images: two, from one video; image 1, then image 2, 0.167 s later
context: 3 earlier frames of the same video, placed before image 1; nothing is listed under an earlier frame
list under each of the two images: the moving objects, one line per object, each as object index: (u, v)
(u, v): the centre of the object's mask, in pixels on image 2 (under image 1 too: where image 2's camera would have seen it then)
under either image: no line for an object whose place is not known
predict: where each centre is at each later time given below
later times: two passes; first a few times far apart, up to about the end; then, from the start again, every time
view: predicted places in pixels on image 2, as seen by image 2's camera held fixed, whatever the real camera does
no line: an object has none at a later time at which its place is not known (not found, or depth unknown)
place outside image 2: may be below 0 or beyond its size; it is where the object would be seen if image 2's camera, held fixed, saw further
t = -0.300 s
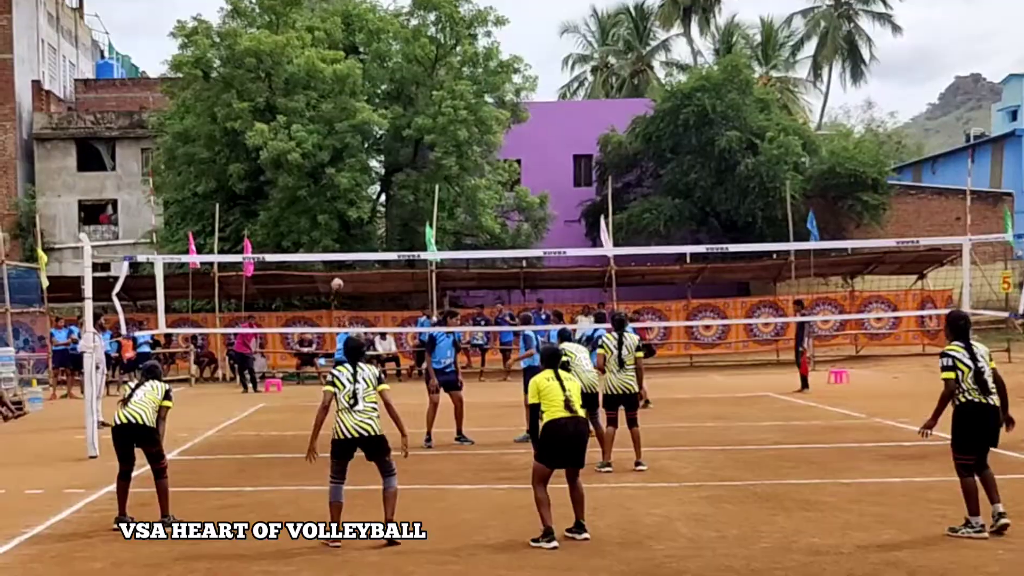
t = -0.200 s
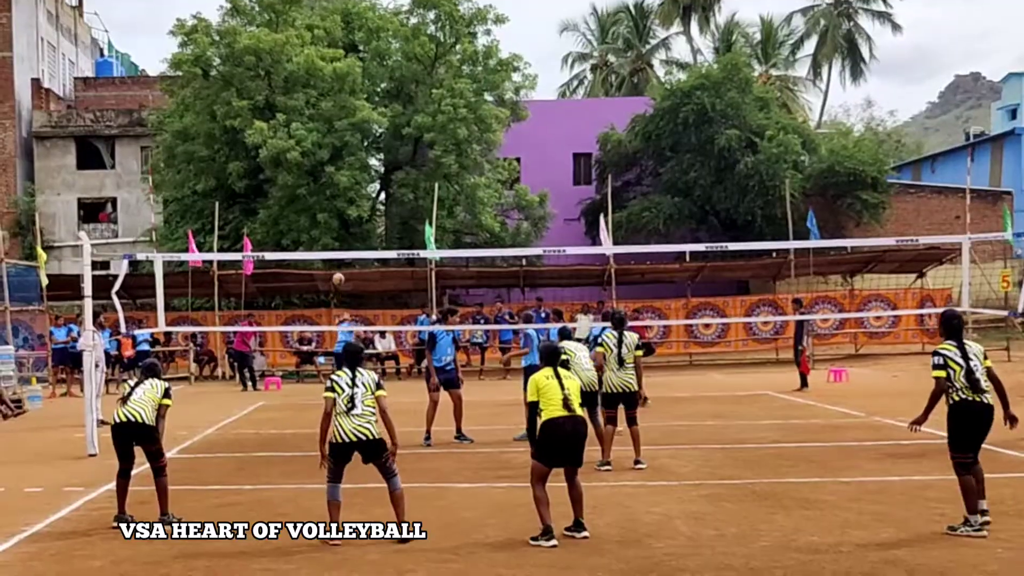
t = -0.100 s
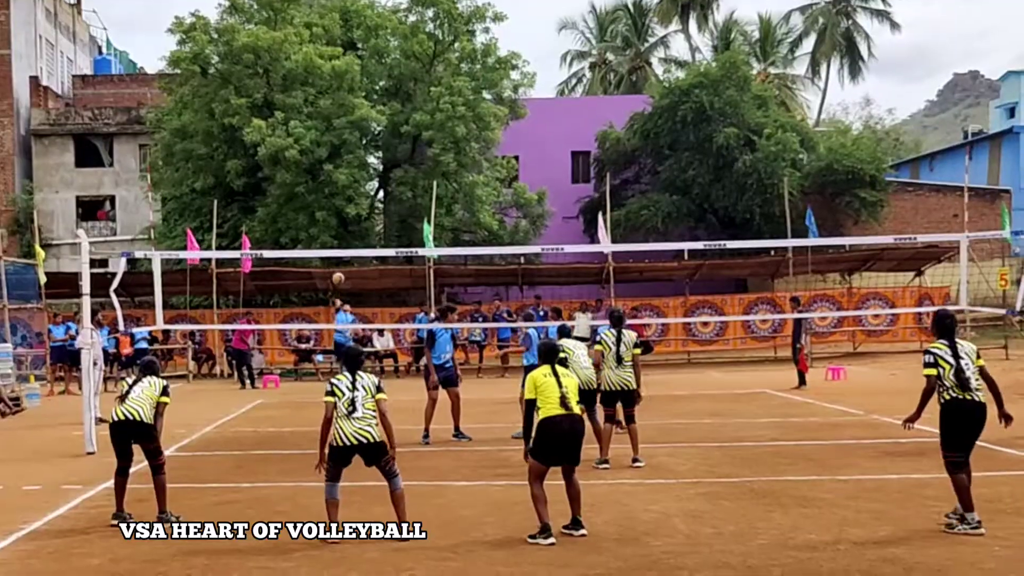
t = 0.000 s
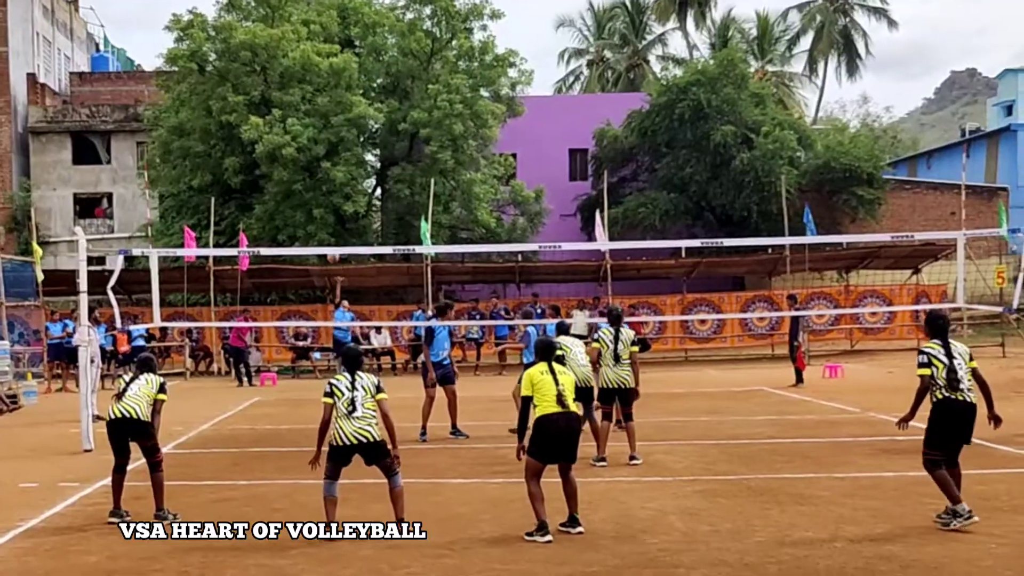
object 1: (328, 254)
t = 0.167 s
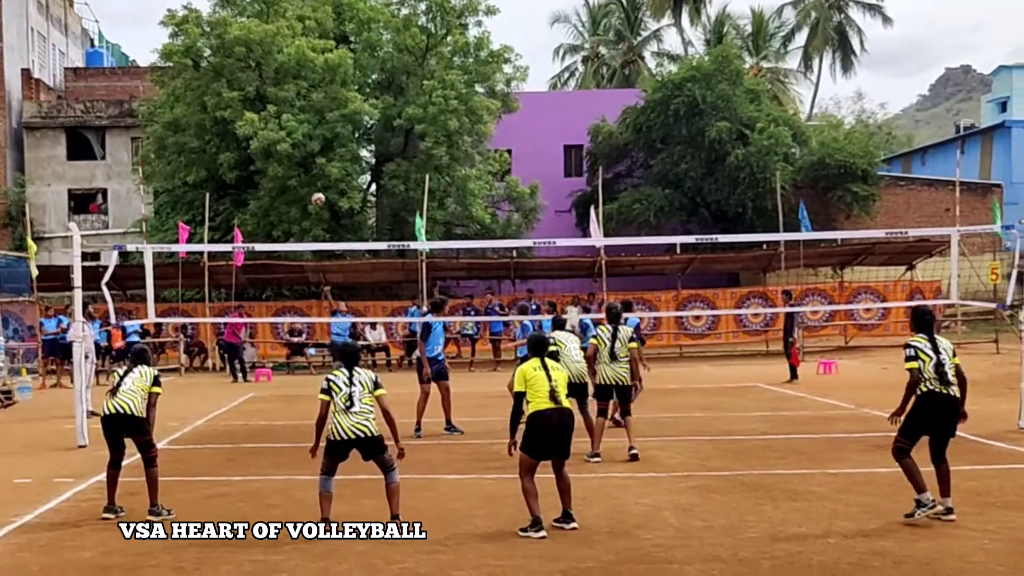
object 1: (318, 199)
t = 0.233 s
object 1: (314, 181)
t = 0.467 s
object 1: (302, 133)
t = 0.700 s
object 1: (293, 117)
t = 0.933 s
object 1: (282, 135)
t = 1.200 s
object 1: (266, 226)
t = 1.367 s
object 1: (262, 334)
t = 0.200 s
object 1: (316, 190)
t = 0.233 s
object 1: (314, 181)
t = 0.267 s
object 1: (312, 173)
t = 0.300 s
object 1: (310, 166)
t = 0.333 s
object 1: (308, 158)
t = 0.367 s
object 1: (306, 151)
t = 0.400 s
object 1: (305, 144)
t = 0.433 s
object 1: (303, 138)
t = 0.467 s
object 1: (302, 133)
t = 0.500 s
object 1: (301, 129)
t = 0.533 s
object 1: (300, 125)
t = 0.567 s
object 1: (299, 122)
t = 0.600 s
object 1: (297, 120)
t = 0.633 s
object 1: (296, 118)
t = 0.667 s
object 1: (295, 118)
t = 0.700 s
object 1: (293, 117)
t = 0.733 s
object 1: (292, 117)
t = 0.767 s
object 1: (290, 118)
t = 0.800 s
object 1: (288, 119)
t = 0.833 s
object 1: (287, 122)
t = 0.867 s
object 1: (285, 125)
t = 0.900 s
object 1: (284, 130)
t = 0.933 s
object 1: (282, 135)
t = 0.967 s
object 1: (280, 142)
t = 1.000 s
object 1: (278, 150)
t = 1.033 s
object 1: (276, 159)
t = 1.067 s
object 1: (274, 169)
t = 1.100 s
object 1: (272, 181)
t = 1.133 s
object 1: (270, 195)
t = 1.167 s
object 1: (268, 209)
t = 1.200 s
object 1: (266, 226)
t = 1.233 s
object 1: (265, 243)
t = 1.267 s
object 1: (263, 263)
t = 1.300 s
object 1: (262, 285)
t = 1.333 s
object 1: (262, 308)
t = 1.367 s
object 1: (262, 334)
